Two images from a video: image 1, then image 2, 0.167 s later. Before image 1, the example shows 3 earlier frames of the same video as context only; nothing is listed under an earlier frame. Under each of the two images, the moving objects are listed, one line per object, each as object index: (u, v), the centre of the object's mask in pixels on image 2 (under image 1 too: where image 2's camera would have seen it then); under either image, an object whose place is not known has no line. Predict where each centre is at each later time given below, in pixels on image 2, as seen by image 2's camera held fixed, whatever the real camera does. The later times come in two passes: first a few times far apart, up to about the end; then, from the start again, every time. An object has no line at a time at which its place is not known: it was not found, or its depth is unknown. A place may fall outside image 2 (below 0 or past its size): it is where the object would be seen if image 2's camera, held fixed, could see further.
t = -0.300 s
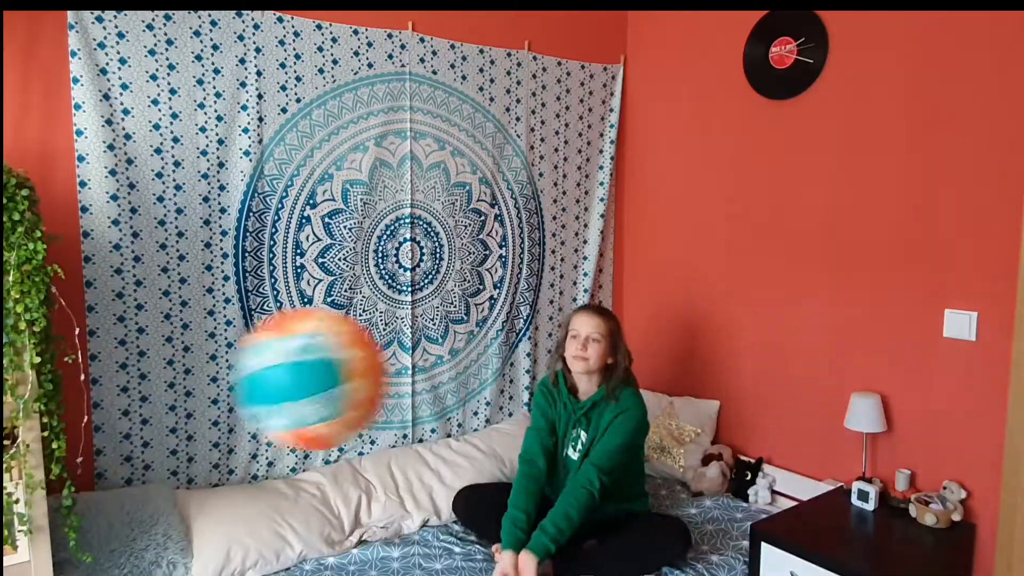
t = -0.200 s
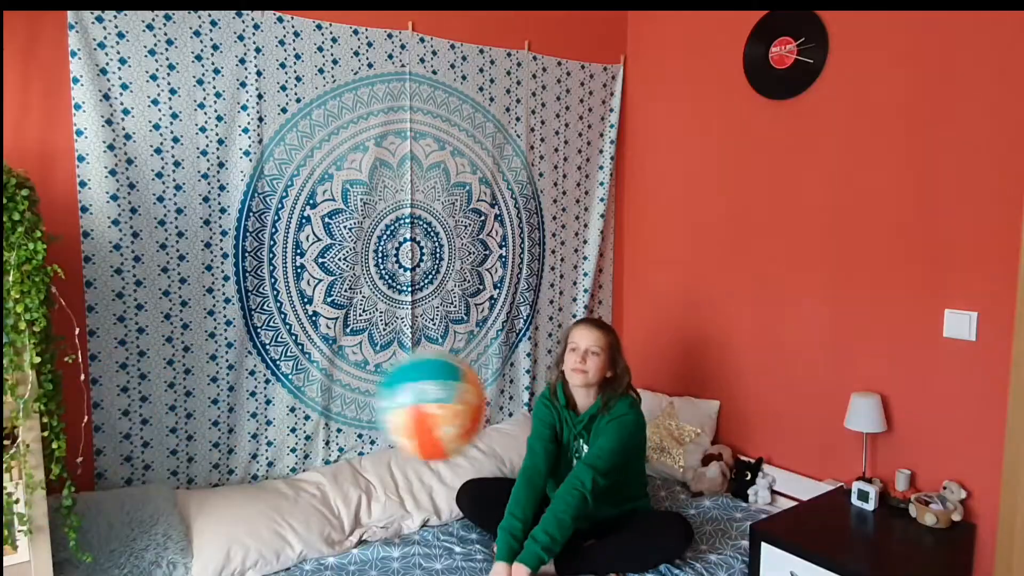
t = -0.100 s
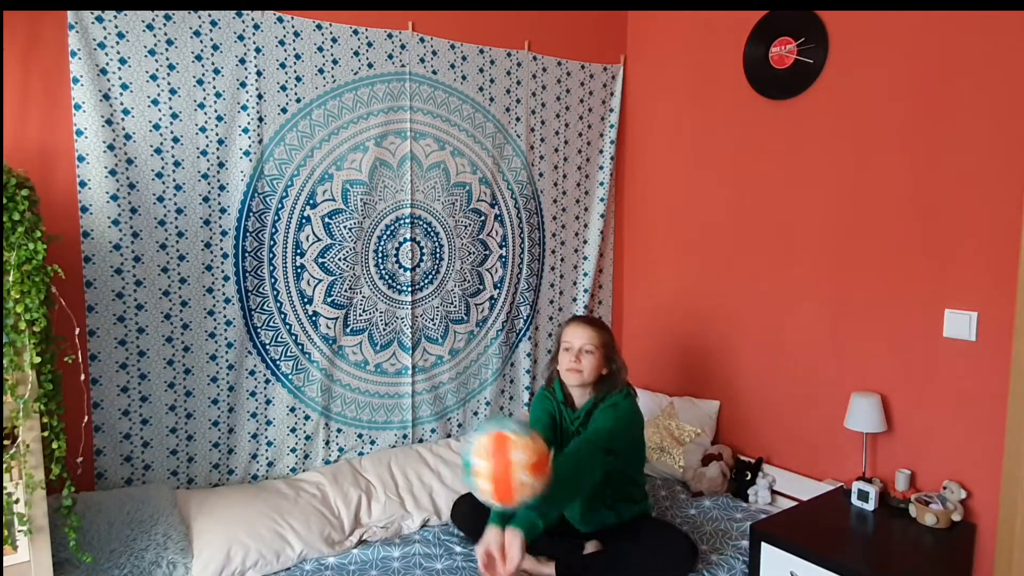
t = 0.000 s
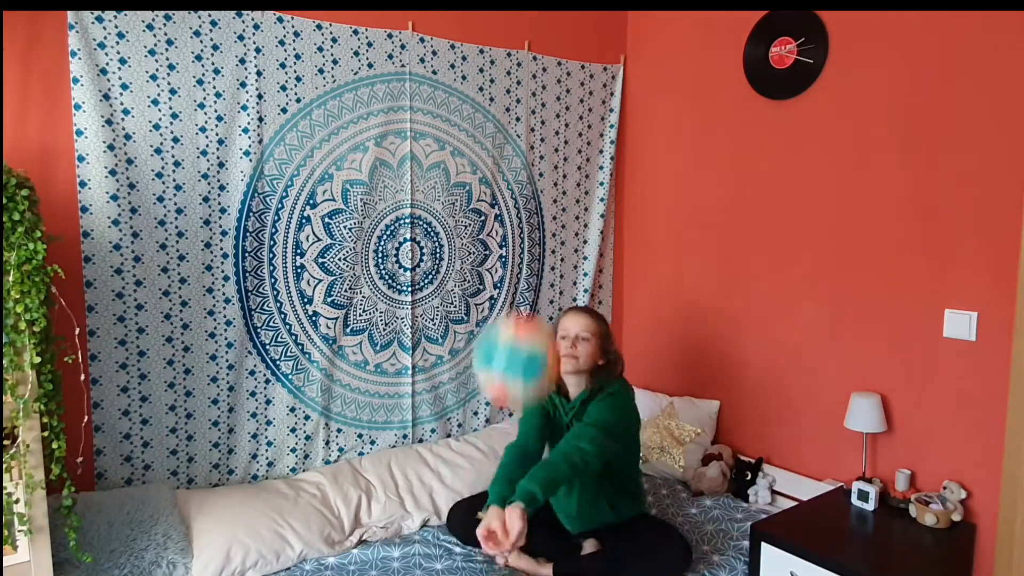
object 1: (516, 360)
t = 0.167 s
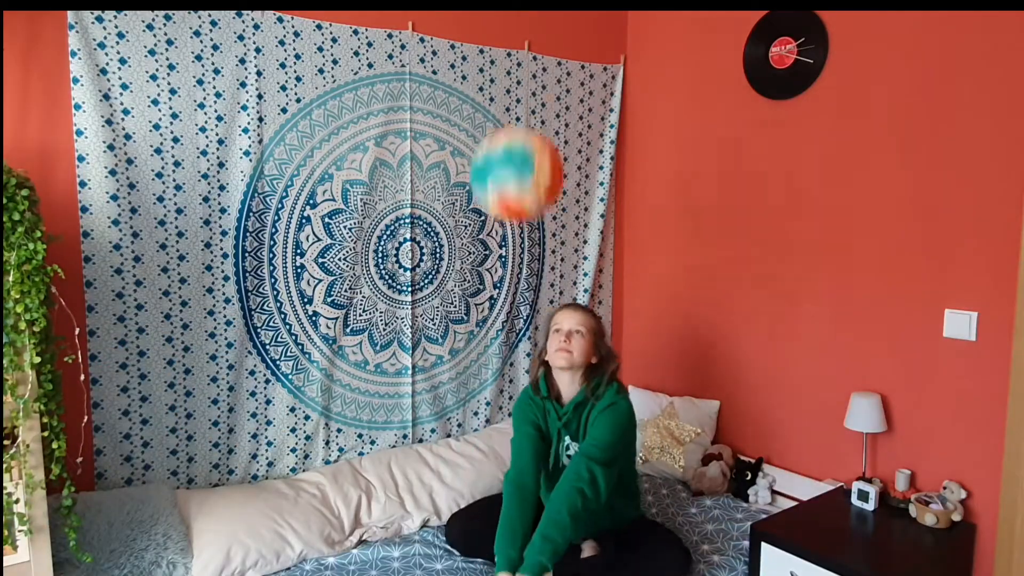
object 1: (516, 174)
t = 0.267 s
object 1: (517, 111)
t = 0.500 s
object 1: (516, 130)
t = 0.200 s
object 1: (517, 149)
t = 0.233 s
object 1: (517, 128)
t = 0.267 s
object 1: (517, 111)
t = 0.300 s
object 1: (517, 99)
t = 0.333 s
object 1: (517, 92)
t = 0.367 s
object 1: (517, 90)
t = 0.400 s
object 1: (517, 92)
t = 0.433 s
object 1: (516, 100)
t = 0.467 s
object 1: (516, 112)
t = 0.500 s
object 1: (516, 130)
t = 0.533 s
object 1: (517, 154)
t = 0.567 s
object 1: (516, 181)
